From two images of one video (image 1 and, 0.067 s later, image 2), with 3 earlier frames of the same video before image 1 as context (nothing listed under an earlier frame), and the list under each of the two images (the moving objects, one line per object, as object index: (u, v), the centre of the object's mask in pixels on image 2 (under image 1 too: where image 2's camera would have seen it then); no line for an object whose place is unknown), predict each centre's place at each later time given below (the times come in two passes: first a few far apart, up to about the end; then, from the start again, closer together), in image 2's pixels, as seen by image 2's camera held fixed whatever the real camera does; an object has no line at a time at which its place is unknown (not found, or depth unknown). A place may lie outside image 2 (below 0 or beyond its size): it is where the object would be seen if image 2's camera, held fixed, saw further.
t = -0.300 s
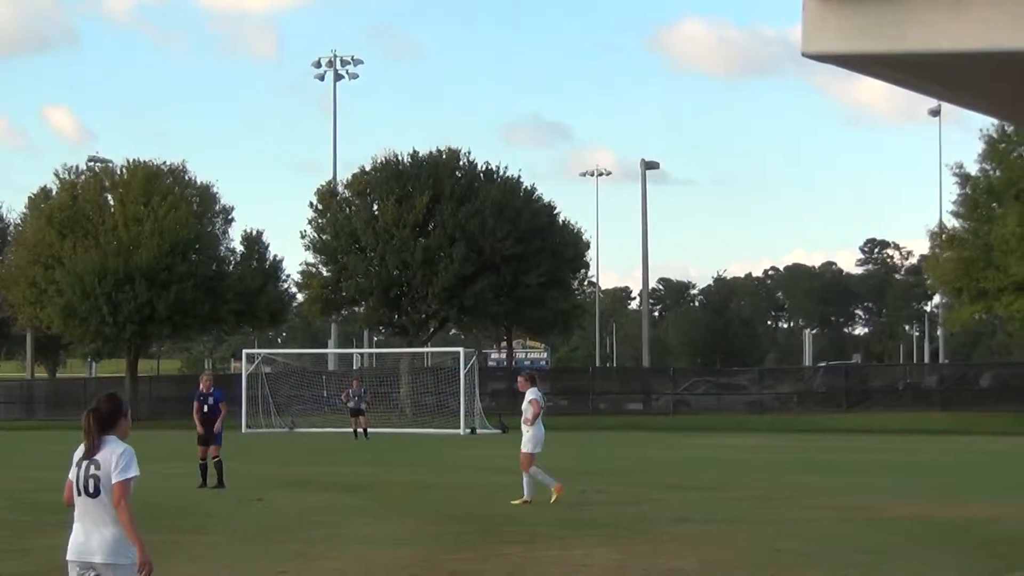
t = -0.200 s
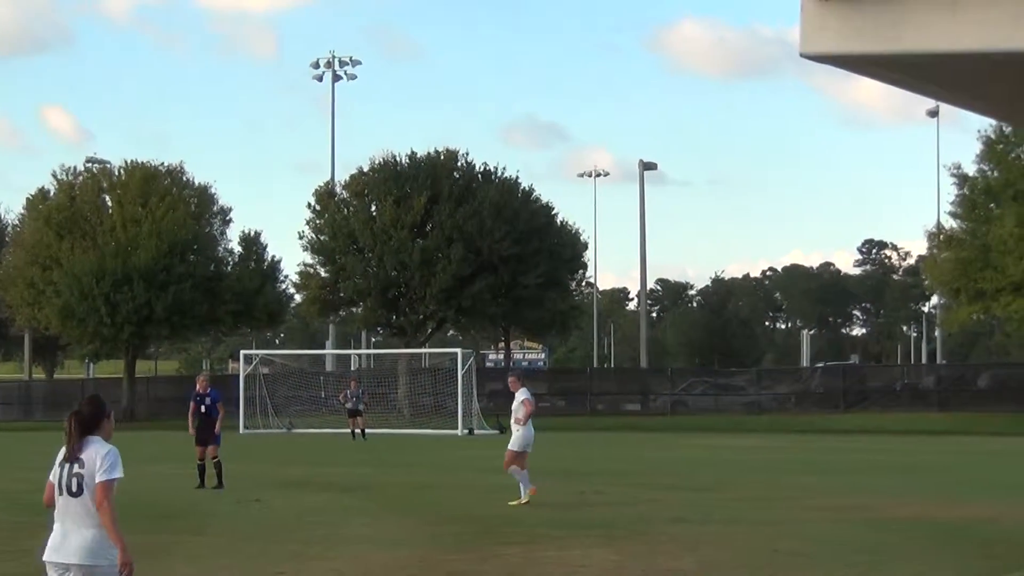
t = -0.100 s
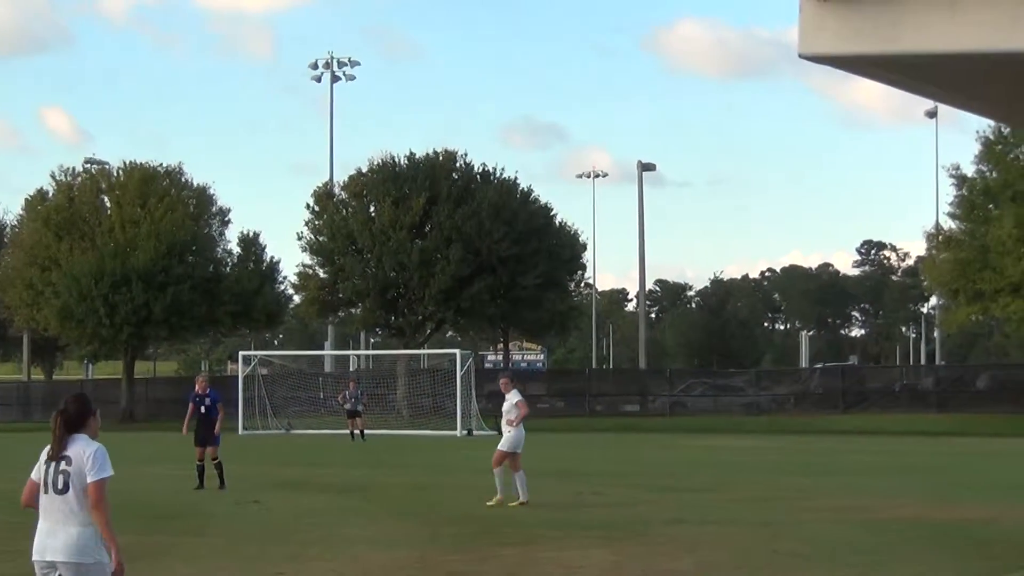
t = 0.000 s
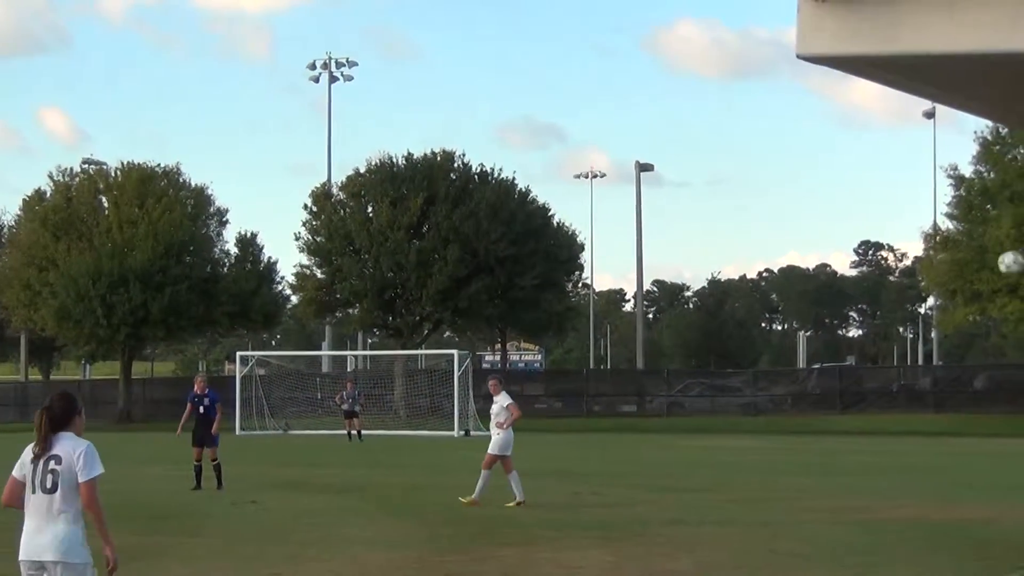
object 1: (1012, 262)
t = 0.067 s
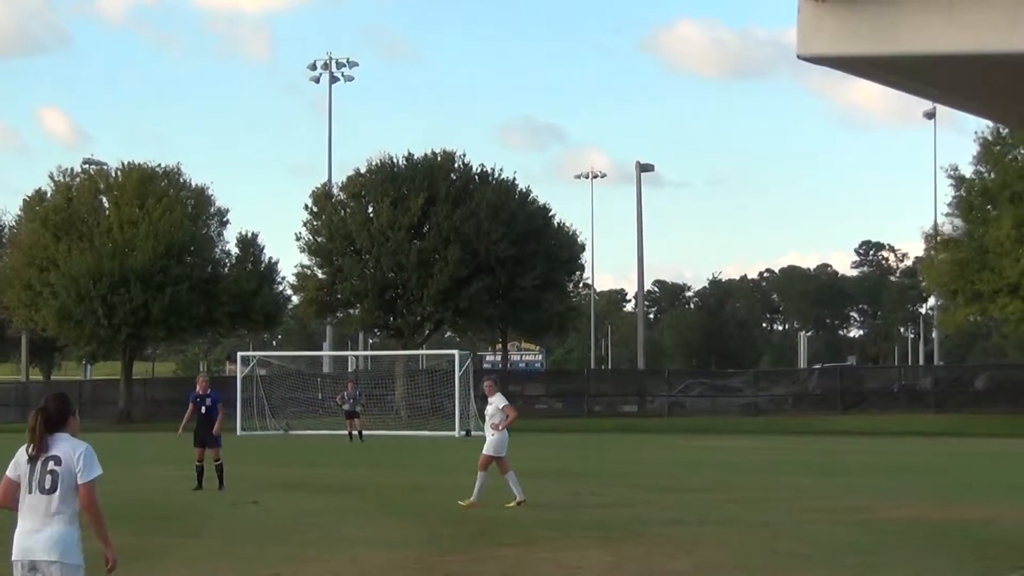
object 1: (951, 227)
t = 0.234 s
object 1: (789, 153)
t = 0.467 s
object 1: (525, 92)
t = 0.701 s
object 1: (217, 94)
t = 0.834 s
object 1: (18, 131)
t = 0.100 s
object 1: (921, 212)
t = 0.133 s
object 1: (889, 196)
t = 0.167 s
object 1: (857, 181)
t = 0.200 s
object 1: (823, 167)
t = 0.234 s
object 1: (789, 153)
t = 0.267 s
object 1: (754, 141)
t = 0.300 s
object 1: (717, 130)
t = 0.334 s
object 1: (681, 120)
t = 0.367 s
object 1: (643, 111)
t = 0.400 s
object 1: (605, 103)
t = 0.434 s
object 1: (565, 97)
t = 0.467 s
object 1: (525, 92)
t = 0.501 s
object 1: (484, 88)
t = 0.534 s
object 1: (442, 85)
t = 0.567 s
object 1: (399, 84)
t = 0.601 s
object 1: (355, 84)
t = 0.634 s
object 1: (310, 86)
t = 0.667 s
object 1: (264, 89)
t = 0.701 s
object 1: (217, 94)
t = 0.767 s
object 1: (118, 109)
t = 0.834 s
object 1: (18, 131)
